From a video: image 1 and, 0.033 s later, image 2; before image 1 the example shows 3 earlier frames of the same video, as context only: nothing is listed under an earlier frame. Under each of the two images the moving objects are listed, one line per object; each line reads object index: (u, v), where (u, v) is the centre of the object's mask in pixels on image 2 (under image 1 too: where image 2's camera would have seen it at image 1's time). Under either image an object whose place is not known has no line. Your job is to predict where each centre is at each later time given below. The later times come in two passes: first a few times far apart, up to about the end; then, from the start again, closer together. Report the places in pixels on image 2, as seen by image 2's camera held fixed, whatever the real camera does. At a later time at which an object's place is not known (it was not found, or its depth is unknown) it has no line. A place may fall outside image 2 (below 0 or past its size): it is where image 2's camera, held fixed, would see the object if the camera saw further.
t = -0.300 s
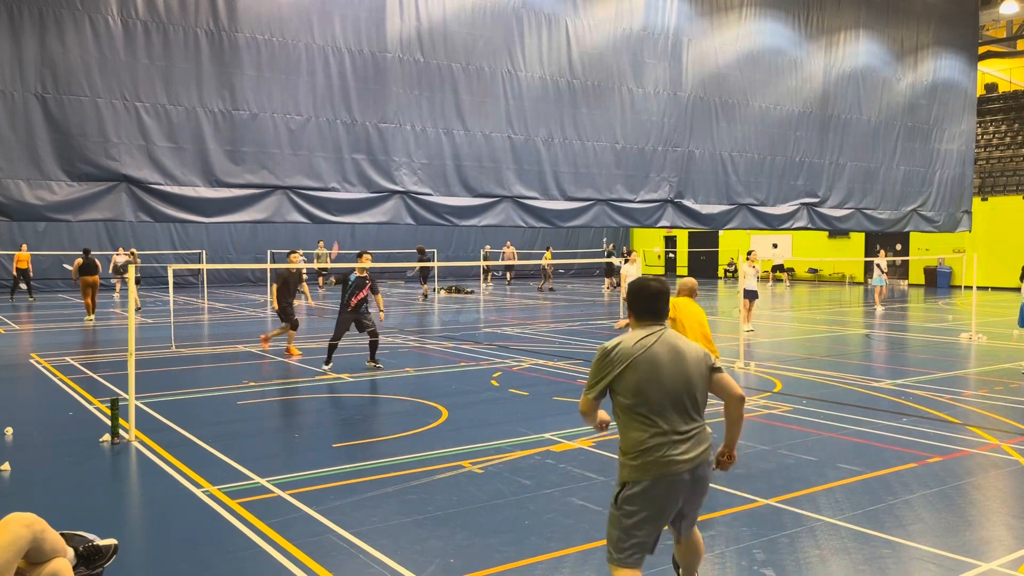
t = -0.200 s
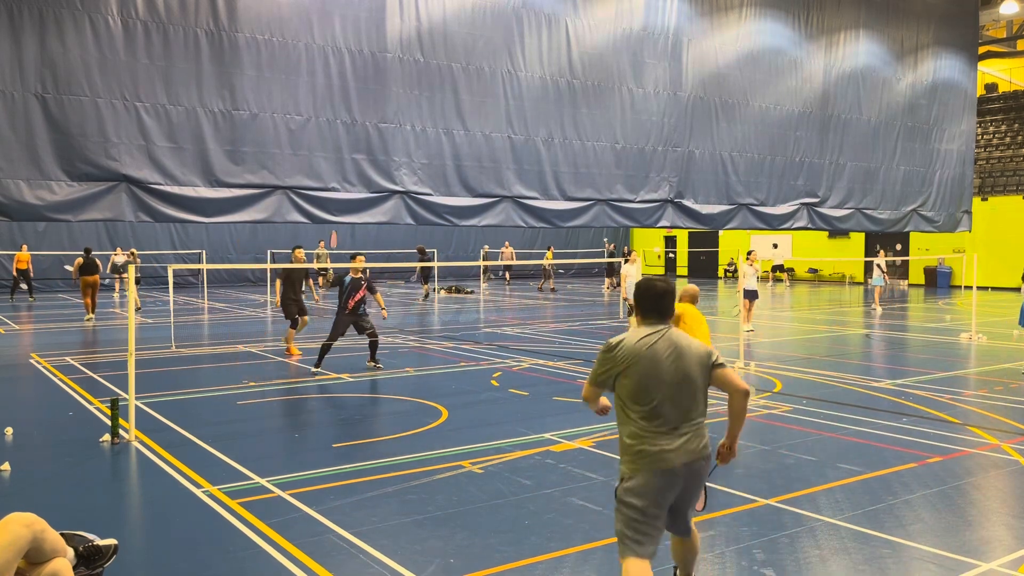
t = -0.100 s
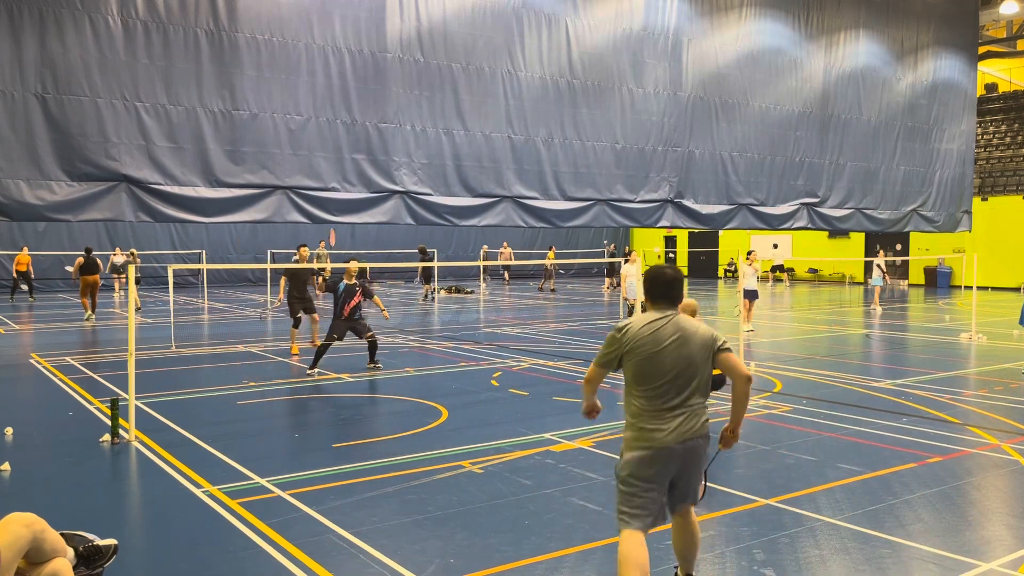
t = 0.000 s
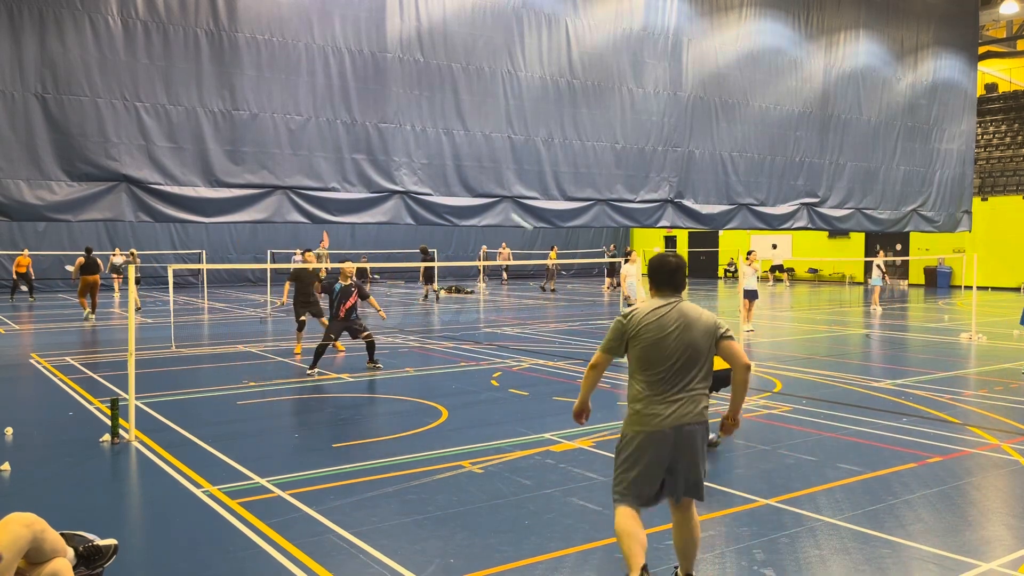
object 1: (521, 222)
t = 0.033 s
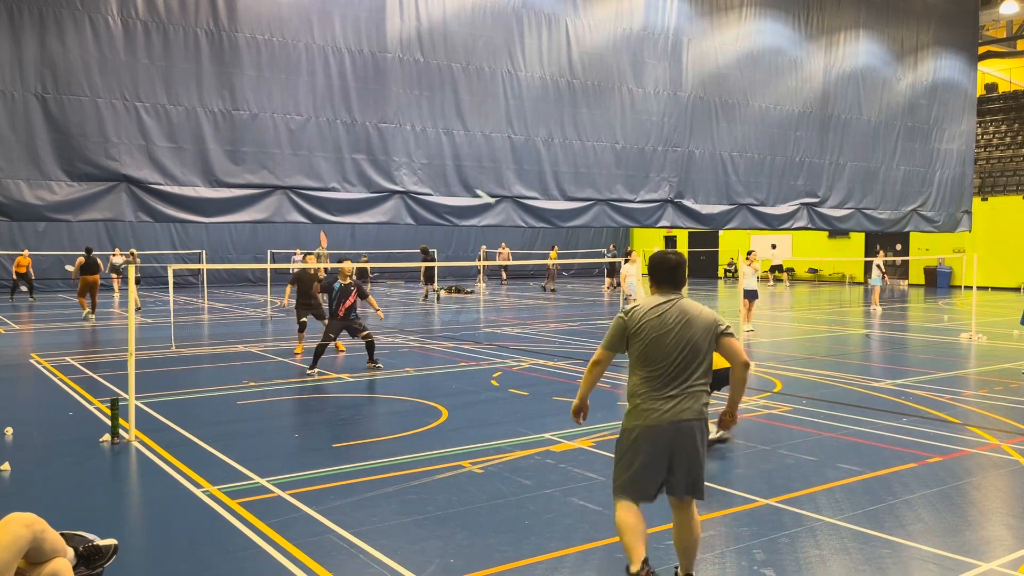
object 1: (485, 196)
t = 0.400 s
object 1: (270, 93)
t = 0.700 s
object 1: (186, 109)
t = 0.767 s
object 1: (172, 120)
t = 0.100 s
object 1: (426, 159)
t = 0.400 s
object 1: (270, 93)
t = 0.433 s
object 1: (258, 92)
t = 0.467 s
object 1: (247, 92)
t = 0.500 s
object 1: (237, 92)
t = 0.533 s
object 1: (227, 93)
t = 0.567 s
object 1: (218, 95)
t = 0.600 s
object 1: (210, 98)
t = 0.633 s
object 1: (201, 101)
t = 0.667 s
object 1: (193, 105)
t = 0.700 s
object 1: (186, 109)
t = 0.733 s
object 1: (179, 114)
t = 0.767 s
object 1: (172, 120)
